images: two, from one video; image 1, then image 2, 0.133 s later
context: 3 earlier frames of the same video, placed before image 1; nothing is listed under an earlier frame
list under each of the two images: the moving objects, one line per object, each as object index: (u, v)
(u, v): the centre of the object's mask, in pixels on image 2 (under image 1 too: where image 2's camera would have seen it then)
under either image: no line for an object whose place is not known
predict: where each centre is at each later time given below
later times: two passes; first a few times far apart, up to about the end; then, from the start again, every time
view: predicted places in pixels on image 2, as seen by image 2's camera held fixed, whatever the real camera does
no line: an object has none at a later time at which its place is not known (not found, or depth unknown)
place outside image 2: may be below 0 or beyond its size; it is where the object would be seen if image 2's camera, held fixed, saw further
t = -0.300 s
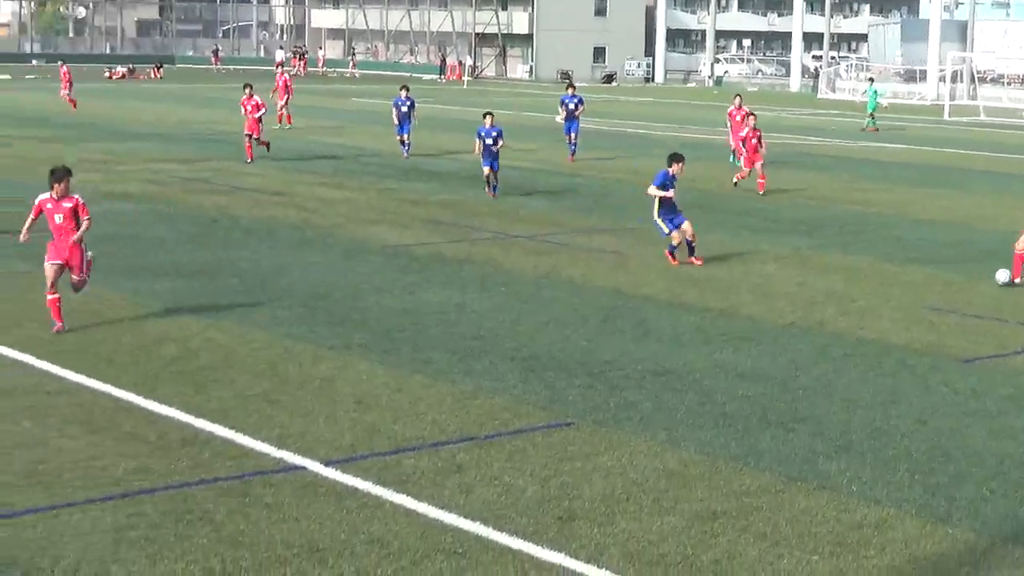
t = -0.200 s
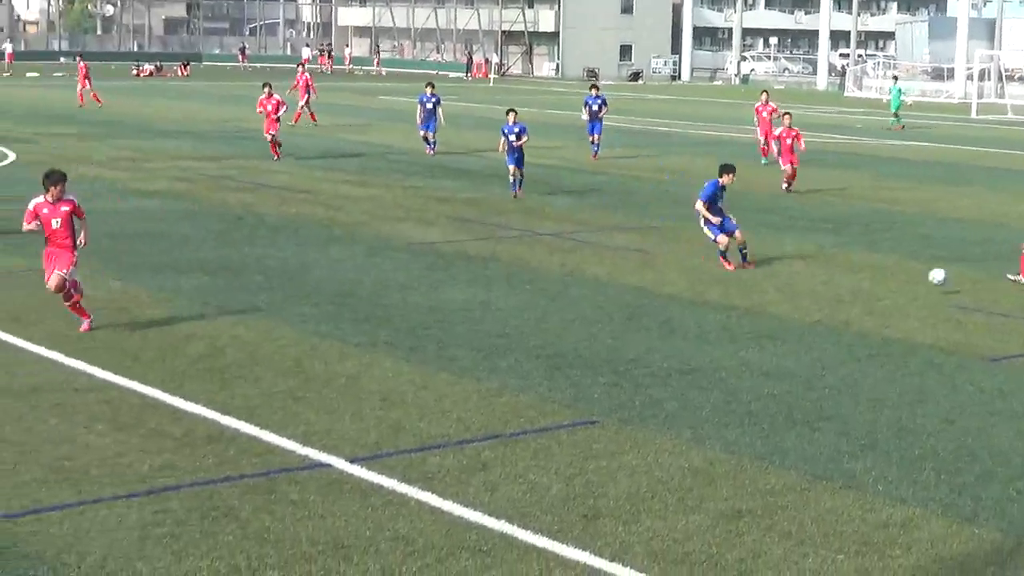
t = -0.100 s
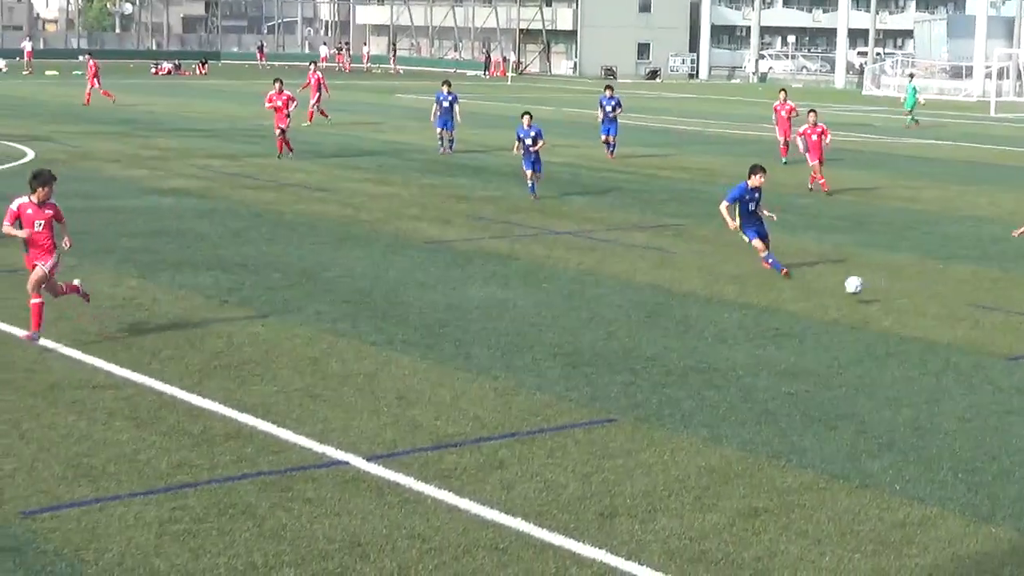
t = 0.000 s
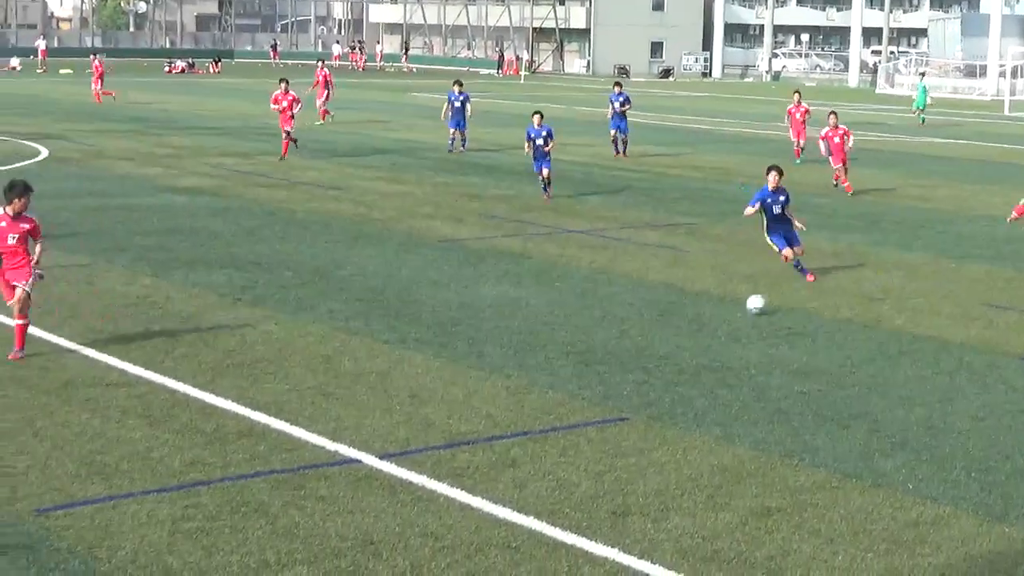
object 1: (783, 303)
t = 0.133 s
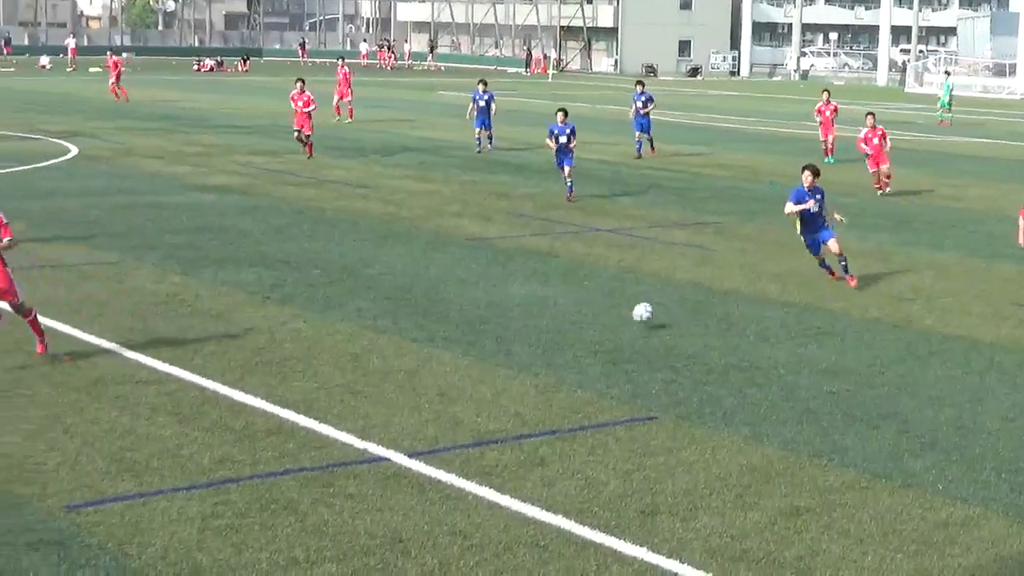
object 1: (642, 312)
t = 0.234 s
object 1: (529, 331)
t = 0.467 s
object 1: (265, 357)
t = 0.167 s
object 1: (606, 318)
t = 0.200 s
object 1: (568, 324)
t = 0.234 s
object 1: (529, 331)
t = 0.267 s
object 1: (493, 333)
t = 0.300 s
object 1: (457, 334)
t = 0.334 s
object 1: (420, 337)
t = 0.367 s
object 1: (382, 342)
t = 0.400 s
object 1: (342, 349)
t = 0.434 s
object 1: (301, 355)
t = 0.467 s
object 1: (265, 357)
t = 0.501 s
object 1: (228, 358)
